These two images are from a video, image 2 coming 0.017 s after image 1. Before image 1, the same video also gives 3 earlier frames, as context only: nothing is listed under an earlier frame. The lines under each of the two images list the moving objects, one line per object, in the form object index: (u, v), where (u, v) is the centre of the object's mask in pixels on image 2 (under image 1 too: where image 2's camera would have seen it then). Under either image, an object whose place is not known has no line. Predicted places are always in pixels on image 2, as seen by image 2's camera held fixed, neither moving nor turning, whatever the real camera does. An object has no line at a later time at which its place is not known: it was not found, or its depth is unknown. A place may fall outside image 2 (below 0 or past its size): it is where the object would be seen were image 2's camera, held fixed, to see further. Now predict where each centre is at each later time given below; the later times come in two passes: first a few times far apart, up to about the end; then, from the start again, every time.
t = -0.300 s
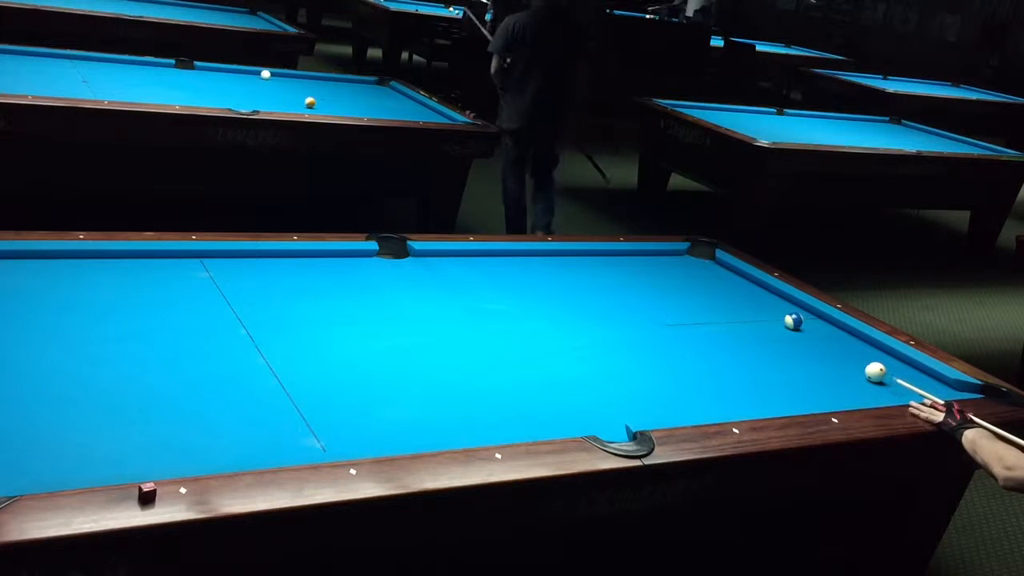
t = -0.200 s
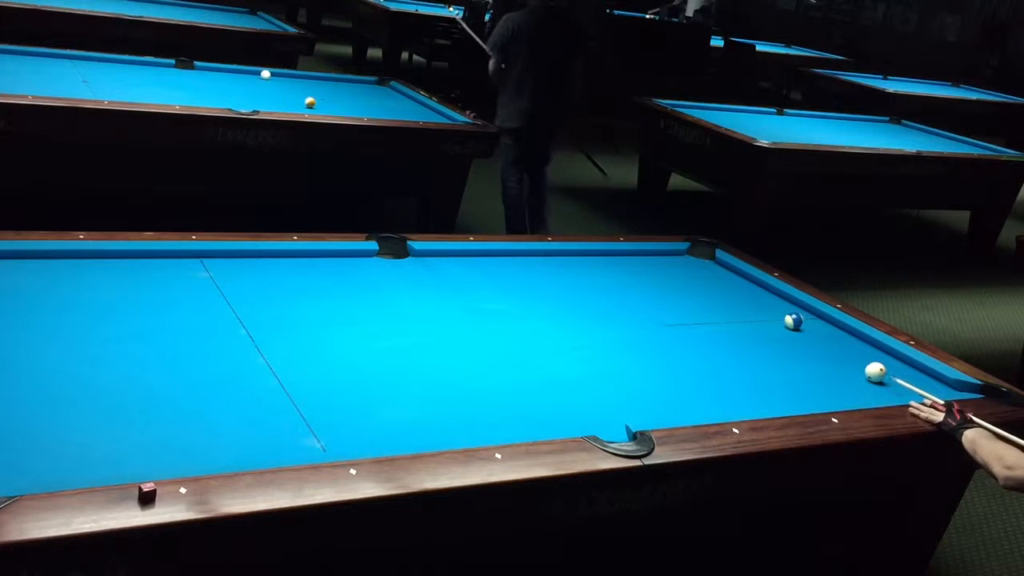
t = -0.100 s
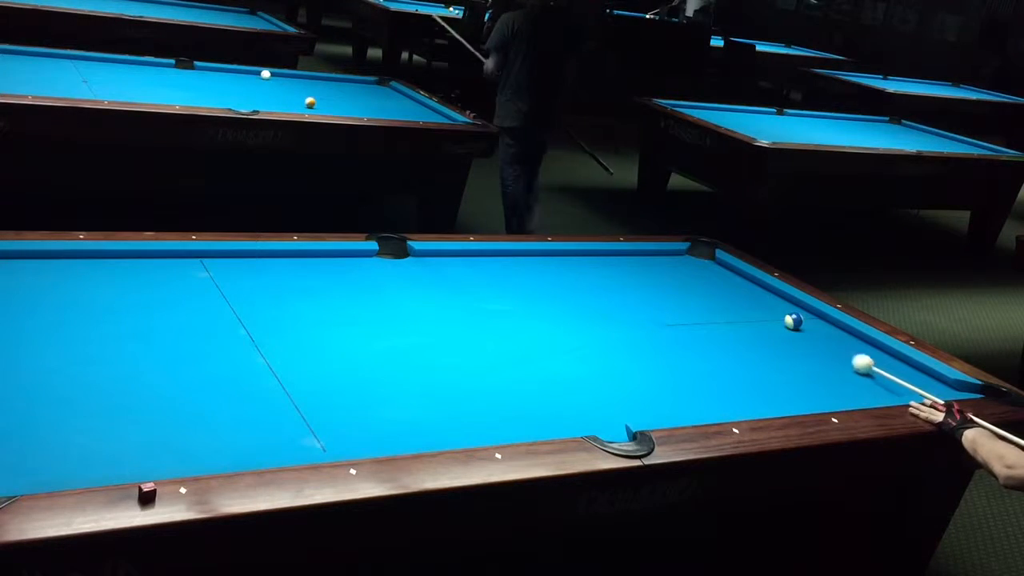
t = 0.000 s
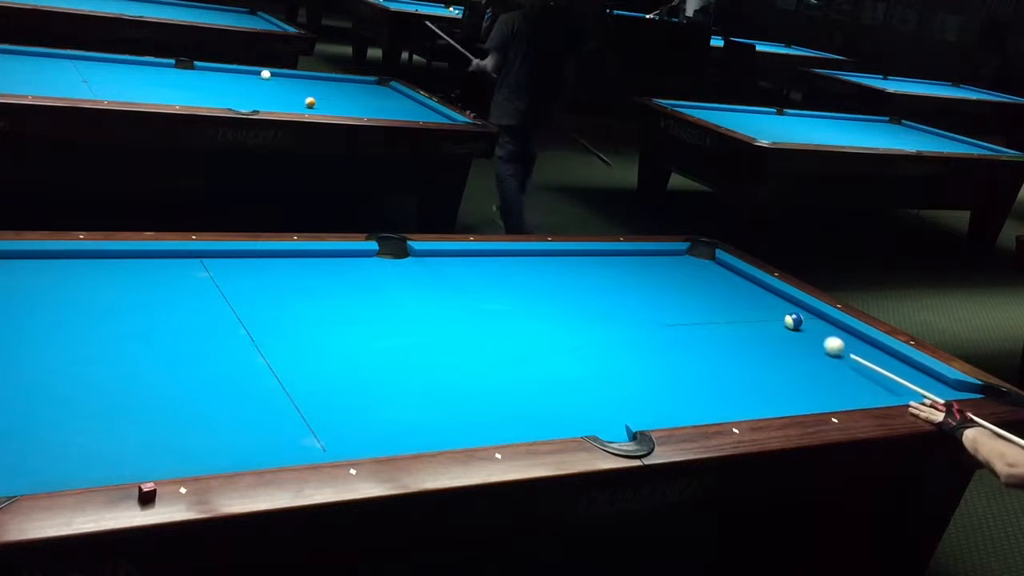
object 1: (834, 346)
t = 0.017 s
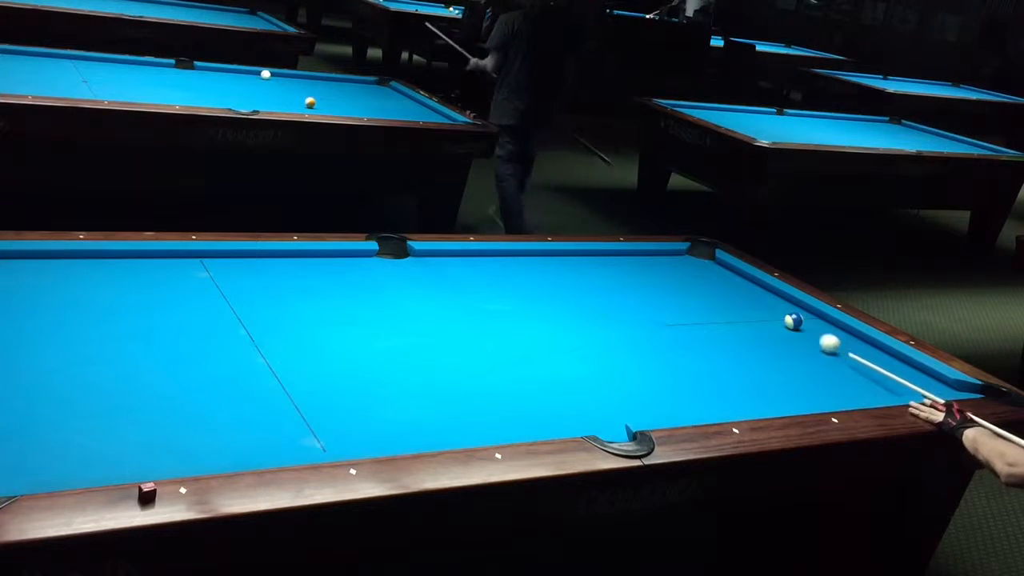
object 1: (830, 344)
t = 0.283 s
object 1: (791, 324)
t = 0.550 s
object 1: (770, 315)
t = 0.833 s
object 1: (749, 306)
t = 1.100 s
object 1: (732, 298)
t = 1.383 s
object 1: (716, 292)
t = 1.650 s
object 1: (702, 286)
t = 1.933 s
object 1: (689, 281)
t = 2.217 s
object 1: (678, 276)
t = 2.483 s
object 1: (669, 272)
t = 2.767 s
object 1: (660, 268)
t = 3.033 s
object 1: (654, 265)
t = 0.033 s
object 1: (825, 341)
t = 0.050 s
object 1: (821, 339)
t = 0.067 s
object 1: (816, 336)
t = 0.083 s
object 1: (812, 333)
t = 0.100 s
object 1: (808, 331)
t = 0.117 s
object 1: (804, 329)
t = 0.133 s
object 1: (802, 327)
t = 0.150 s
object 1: (802, 327)
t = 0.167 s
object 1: (801, 327)
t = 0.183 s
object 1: (800, 327)
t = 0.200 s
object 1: (799, 327)
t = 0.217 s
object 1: (797, 326)
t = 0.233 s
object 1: (796, 325)
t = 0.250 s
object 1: (794, 325)
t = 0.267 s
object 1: (793, 324)
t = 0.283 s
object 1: (791, 324)
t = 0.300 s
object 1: (790, 323)
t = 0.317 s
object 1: (789, 322)
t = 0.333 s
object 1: (787, 322)
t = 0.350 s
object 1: (786, 321)
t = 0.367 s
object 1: (784, 321)
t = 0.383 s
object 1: (783, 320)
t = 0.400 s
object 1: (782, 320)
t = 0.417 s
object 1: (780, 319)
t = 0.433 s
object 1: (779, 318)
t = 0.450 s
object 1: (778, 318)
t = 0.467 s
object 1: (776, 317)
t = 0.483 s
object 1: (775, 317)
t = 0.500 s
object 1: (774, 316)
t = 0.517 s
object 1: (772, 316)
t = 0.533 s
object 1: (771, 315)
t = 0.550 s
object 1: (770, 315)
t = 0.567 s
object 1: (768, 314)
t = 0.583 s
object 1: (767, 314)
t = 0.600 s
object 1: (766, 313)
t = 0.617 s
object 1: (765, 312)
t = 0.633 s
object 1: (764, 312)
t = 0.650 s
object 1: (762, 311)
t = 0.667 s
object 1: (761, 311)
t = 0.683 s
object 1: (760, 310)
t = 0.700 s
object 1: (759, 310)
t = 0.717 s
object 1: (758, 309)
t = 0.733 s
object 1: (756, 309)
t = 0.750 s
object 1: (755, 308)
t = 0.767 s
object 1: (754, 308)
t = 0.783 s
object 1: (753, 307)
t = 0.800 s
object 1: (751, 307)
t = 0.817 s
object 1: (750, 306)
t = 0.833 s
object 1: (749, 306)
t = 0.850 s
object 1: (748, 305)
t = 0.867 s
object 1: (747, 305)
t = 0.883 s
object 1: (746, 305)
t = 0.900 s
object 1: (745, 304)
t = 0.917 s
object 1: (743, 303)
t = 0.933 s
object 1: (742, 303)
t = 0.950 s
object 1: (741, 302)
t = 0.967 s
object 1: (740, 302)
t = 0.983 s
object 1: (739, 301)
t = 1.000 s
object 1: (738, 301)
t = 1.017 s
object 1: (737, 301)
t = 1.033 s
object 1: (736, 300)
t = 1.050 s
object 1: (735, 300)
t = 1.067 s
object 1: (734, 299)
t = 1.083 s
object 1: (733, 299)
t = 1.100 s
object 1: (732, 298)
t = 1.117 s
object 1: (731, 298)
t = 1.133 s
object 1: (730, 298)
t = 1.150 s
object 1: (729, 297)
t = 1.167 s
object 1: (728, 297)
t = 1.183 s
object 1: (727, 296)
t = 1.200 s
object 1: (726, 296)
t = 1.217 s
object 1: (725, 296)
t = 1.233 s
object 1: (724, 295)
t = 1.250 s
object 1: (723, 295)
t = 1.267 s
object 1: (722, 294)
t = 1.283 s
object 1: (721, 294)
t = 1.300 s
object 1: (721, 294)
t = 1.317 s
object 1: (719, 293)
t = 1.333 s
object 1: (718, 293)
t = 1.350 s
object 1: (717, 292)
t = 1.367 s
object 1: (717, 292)
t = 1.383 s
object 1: (716, 292)
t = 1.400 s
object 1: (715, 291)
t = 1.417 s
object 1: (714, 291)
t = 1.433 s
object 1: (713, 290)
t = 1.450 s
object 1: (712, 290)
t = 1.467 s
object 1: (711, 290)
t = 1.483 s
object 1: (710, 289)
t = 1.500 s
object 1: (709, 289)
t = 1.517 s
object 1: (708, 289)
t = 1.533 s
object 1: (707, 288)
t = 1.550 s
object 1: (707, 288)
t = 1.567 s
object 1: (706, 288)
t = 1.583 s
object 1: (705, 287)
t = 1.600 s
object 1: (704, 287)
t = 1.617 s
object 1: (703, 286)
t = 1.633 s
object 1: (702, 286)
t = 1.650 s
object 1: (702, 286)
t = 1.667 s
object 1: (701, 286)
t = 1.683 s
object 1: (700, 285)
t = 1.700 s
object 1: (699, 285)
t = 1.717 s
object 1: (698, 285)
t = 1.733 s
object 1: (698, 284)
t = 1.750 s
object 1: (697, 284)
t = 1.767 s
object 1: (696, 283)
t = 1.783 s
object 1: (696, 283)
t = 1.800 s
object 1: (695, 283)
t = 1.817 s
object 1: (694, 282)
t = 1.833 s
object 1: (693, 282)
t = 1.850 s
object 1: (692, 282)
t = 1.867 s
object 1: (692, 281)
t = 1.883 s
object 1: (691, 281)
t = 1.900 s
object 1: (690, 281)
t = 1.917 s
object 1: (690, 281)
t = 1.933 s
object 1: (689, 281)
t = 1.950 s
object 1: (688, 280)
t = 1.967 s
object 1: (687, 280)
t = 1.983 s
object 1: (687, 279)
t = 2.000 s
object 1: (686, 279)
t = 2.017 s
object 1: (686, 279)
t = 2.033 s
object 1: (685, 279)
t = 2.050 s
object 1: (684, 278)
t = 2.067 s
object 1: (684, 278)
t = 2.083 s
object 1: (683, 278)
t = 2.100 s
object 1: (682, 277)
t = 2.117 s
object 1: (681, 277)
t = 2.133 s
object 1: (681, 277)
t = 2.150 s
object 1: (680, 277)
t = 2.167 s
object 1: (680, 276)
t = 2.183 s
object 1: (679, 276)
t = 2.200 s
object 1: (679, 276)
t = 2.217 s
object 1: (678, 276)
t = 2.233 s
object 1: (677, 275)
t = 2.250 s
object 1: (676, 275)
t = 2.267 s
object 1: (676, 275)
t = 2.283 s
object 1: (675, 274)
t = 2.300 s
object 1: (675, 274)
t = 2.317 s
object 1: (674, 274)
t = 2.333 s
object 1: (674, 274)
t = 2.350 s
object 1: (673, 274)
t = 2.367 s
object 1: (673, 273)
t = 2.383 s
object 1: (672, 273)
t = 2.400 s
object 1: (671, 273)
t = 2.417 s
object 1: (671, 273)
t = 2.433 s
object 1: (670, 272)
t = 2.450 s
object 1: (670, 272)
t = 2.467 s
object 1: (669, 272)
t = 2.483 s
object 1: (669, 272)
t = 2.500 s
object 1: (668, 271)
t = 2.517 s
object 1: (667, 271)
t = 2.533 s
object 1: (667, 271)
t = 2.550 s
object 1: (666, 271)
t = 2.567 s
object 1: (666, 271)
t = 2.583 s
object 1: (665, 270)
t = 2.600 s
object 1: (665, 270)
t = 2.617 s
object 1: (665, 270)
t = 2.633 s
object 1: (664, 270)
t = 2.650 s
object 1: (663, 269)
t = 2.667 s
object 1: (663, 269)
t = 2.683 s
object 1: (662, 269)
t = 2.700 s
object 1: (662, 269)
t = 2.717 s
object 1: (661, 269)
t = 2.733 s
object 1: (661, 269)
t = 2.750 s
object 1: (661, 268)
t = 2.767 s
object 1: (660, 268)
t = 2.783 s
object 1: (660, 268)
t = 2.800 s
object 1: (659, 268)
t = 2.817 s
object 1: (659, 268)
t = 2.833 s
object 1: (658, 267)
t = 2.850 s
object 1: (658, 267)
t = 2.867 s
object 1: (658, 267)
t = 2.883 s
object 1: (657, 267)
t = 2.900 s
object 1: (657, 267)
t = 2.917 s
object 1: (656, 266)
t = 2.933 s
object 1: (656, 266)
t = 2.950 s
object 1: (656, 266)
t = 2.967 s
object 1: (655, 266)
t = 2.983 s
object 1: (655, 266)
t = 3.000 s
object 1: (655, 266)
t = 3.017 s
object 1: (654, 265)
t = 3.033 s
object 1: (654, 265)
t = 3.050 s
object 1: (653, 265)
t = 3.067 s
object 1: (653, 265)
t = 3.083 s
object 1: (652, 265)
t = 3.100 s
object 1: (652, 265)
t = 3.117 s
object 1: (652, 265)
